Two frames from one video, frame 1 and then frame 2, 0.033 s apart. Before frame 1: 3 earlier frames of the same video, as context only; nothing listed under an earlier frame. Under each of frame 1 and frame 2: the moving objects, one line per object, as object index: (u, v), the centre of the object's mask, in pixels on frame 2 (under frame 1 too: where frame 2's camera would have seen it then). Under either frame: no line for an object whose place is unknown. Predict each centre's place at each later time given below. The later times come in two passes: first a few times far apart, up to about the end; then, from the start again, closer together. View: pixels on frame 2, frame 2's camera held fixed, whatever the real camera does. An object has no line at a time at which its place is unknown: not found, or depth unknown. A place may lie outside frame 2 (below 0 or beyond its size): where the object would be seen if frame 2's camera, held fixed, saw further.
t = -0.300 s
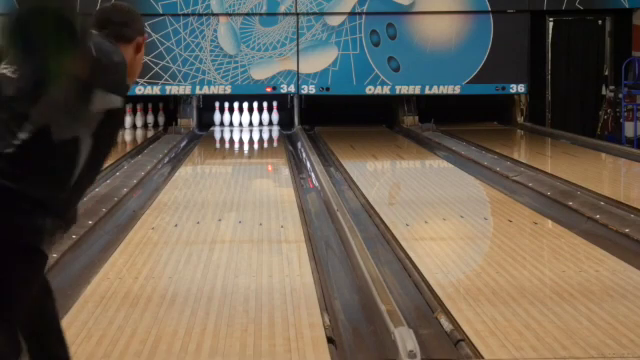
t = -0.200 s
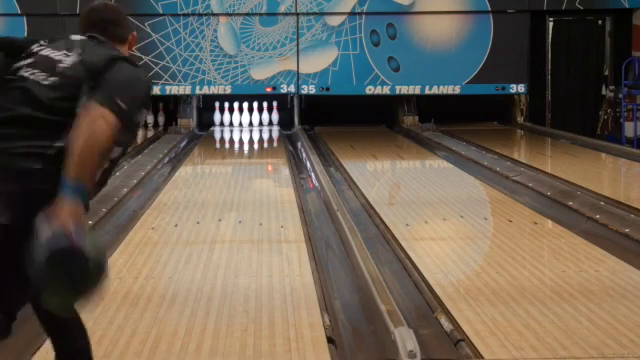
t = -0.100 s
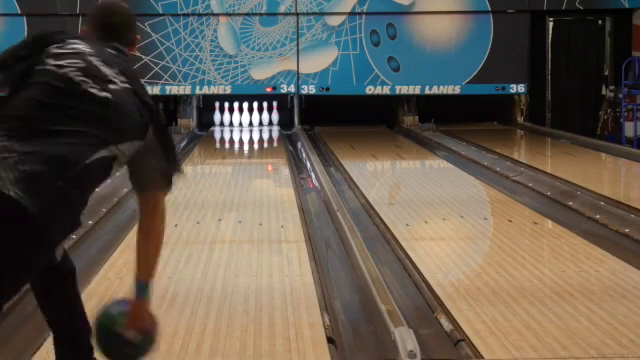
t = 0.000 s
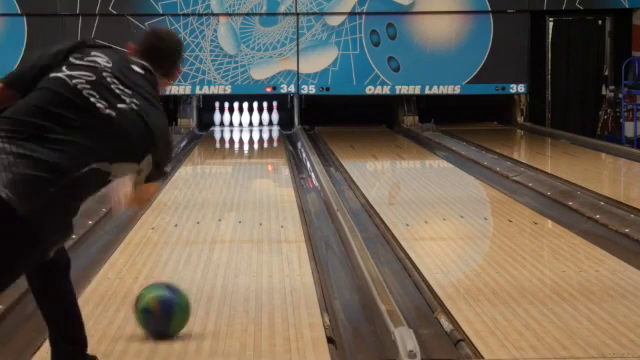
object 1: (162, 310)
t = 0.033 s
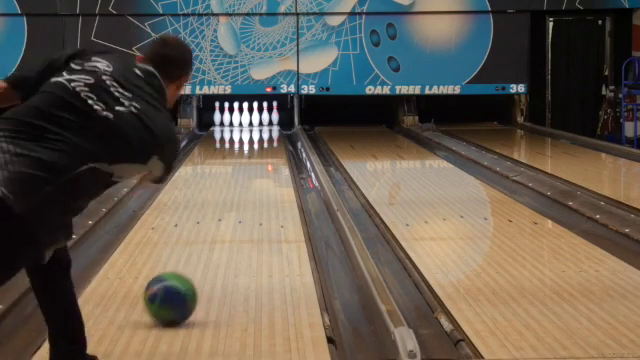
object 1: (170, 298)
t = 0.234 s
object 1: (207, 248)
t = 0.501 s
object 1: (236, 206)
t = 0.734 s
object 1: (252, 183)
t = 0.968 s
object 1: (263, 167)
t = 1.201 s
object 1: (271, 153)
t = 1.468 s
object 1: (273, 142)
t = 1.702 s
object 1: (271, 134)
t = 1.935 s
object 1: (267, 129)
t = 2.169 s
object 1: (256, 123)
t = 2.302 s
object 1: (249, 121)
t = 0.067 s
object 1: (177, 289)
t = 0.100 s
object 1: (184, 279)
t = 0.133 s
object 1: (190, 271)
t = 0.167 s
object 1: (196, 262)
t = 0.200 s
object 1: (202, 255)
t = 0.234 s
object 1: (207, 248)
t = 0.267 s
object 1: (211, 242)
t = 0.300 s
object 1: (215, 236)
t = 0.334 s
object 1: (220, 230)
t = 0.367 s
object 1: (223, 225)
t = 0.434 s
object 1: (230, 215)
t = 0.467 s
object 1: (233, 210)
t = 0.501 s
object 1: (236, 206)
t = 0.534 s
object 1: (239, 202)
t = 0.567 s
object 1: (241, 199)
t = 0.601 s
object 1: (244, 195)
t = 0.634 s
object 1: (246, 192)
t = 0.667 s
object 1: (248, 189)
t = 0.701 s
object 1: (250, 186)
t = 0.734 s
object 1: (252, 183)
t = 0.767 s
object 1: (254, 180)
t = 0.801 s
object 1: (256, 178)
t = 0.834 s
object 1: (257, 176)
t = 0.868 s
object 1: (259, 173)
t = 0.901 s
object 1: (260, 171)
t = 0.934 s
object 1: (262, 169)
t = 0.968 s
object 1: (263, 167)
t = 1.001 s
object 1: (264, 164)
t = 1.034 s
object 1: (265, 162)
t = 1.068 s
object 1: (267, 160)
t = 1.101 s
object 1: (267, 158)
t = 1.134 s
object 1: (268, 156)
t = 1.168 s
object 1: (270, 154)
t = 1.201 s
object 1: (271, 153)
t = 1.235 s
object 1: (271, 151)
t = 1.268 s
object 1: (272, 150)
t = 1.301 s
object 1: (272, 148)
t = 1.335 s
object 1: (272, 146)
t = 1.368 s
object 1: (272, 145)
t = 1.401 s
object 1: (273, 145)
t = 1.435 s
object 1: (272, 143)
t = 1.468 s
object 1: (273, 142)
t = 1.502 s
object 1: (272, 140)
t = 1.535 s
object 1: (273, 138)
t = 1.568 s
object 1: (272, 138)
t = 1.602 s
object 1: (272, 136)
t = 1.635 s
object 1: (272, 136)
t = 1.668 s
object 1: (271, 135)
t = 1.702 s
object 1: (271, 134)
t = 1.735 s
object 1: (271, 133)
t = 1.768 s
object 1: (269, 132)
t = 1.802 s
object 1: (269, 132)
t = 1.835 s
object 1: (269, 131)
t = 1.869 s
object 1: (268, 130)
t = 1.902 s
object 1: (267, 129)
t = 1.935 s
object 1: (267, 129)
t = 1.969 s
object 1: (265, 128)
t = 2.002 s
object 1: (264, 127)
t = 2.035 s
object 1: (262, 126)
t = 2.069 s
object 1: (262, 125)
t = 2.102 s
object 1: (260, 124)
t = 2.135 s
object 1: (259, 124)
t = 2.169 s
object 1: (256, 123)
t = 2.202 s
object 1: (255, 123)
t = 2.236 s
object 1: (254, 122)
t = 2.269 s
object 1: (252, 122)
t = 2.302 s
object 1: (249, 121)
